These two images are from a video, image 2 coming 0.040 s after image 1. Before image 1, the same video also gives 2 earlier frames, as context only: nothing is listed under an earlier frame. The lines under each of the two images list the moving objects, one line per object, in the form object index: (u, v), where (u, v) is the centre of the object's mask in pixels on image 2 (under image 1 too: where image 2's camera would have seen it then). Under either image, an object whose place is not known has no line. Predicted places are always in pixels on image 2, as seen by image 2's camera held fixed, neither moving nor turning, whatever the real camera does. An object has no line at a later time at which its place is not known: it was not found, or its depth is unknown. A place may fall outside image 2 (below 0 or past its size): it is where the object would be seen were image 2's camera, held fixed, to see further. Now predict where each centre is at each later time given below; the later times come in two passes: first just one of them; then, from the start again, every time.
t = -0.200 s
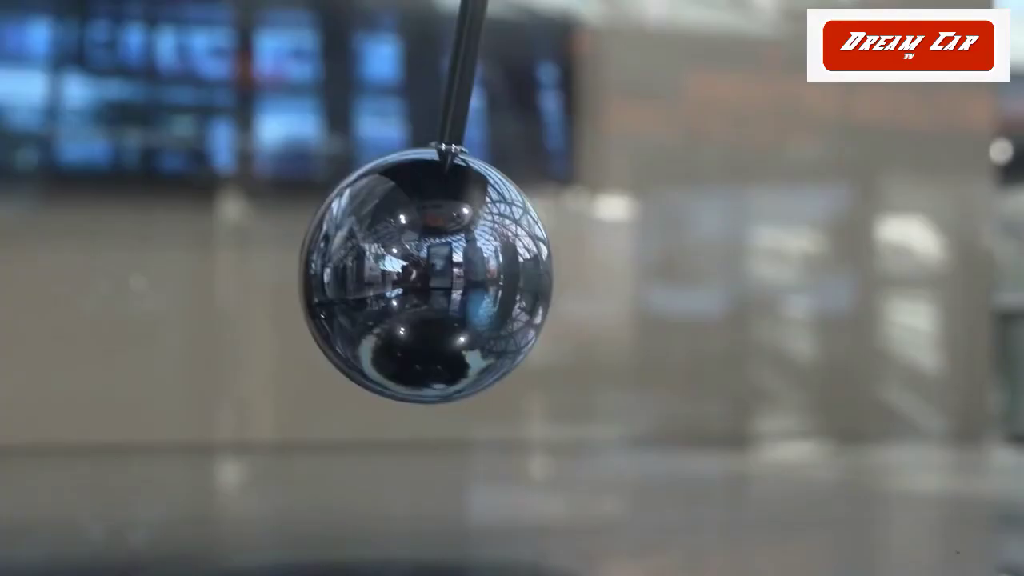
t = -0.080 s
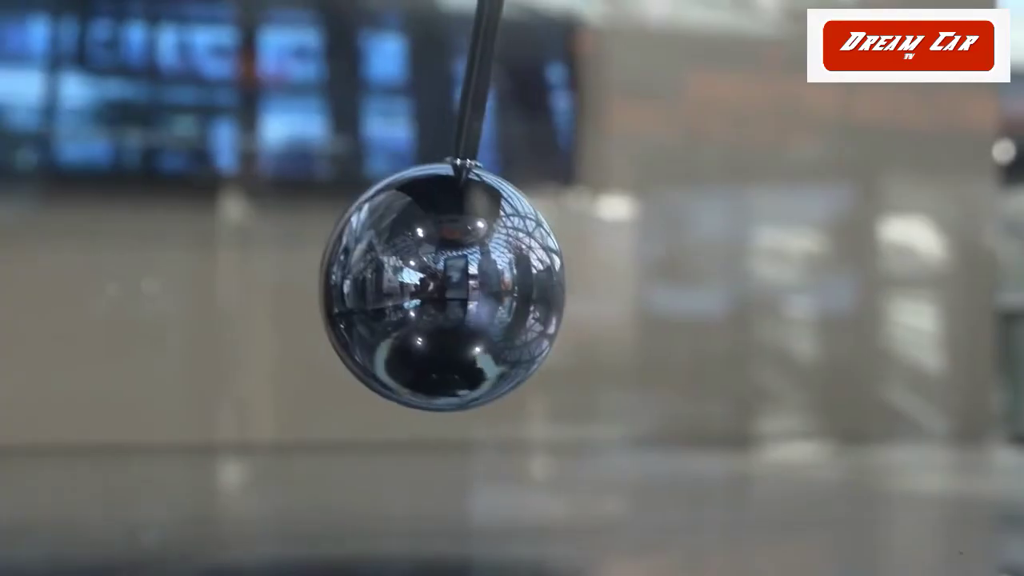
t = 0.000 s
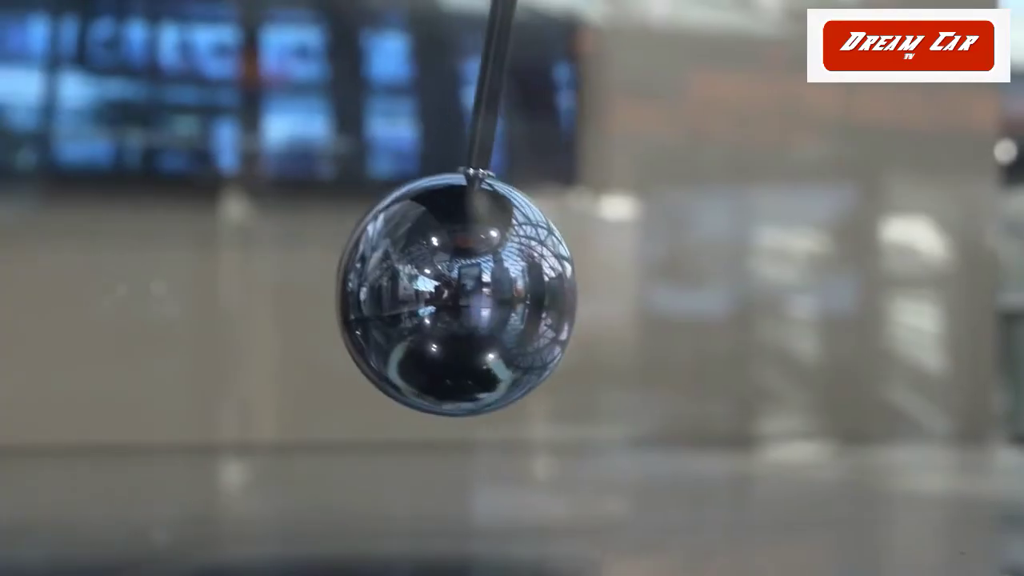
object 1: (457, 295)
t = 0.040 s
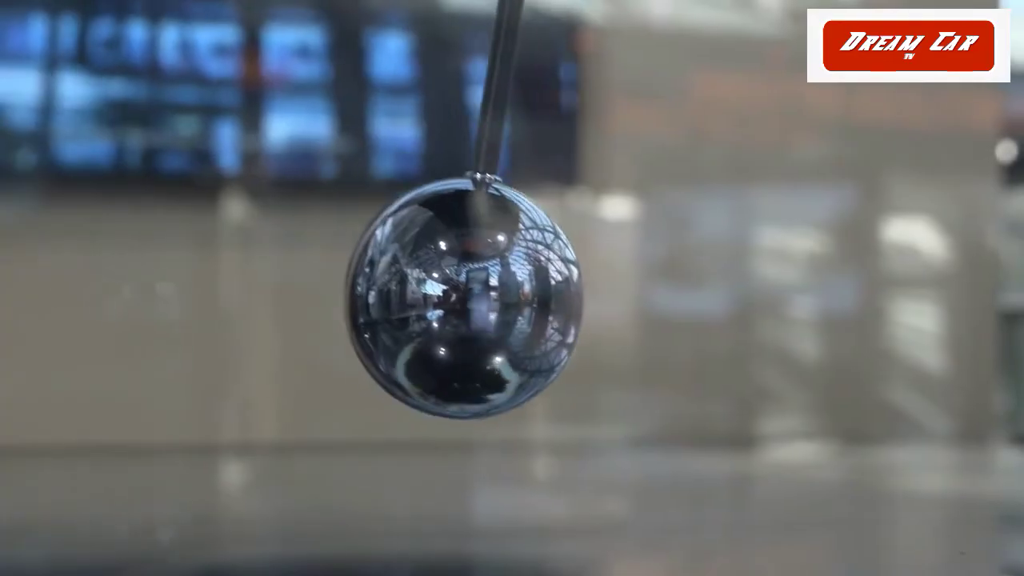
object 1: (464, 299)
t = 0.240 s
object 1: (500, 314)
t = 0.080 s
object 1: (470, 303)
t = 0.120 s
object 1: (475, 306)
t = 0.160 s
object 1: (481, 307)
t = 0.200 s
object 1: (491, 311)
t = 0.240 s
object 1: (500, 314)
